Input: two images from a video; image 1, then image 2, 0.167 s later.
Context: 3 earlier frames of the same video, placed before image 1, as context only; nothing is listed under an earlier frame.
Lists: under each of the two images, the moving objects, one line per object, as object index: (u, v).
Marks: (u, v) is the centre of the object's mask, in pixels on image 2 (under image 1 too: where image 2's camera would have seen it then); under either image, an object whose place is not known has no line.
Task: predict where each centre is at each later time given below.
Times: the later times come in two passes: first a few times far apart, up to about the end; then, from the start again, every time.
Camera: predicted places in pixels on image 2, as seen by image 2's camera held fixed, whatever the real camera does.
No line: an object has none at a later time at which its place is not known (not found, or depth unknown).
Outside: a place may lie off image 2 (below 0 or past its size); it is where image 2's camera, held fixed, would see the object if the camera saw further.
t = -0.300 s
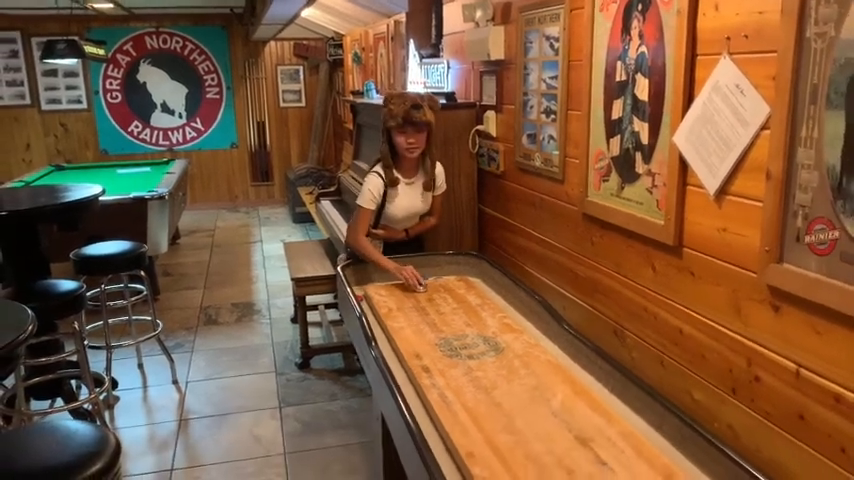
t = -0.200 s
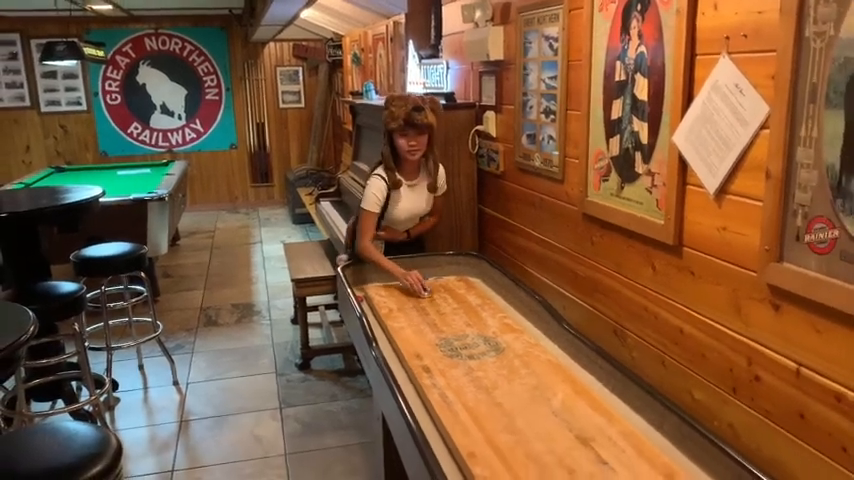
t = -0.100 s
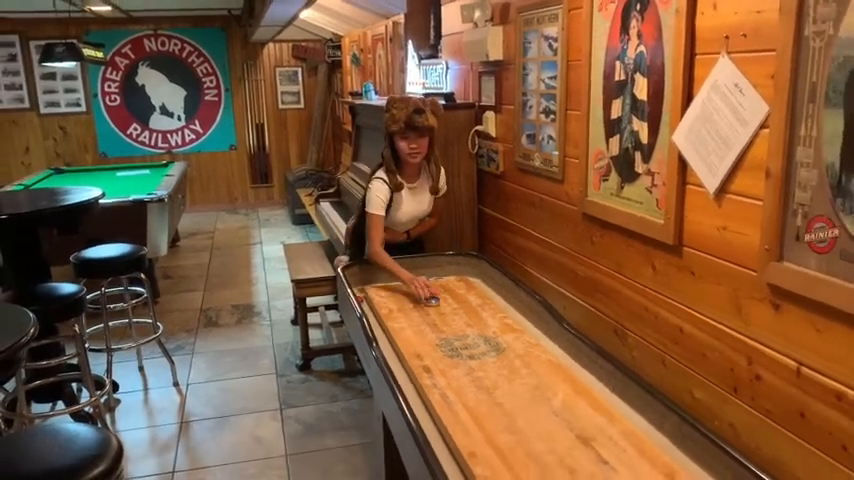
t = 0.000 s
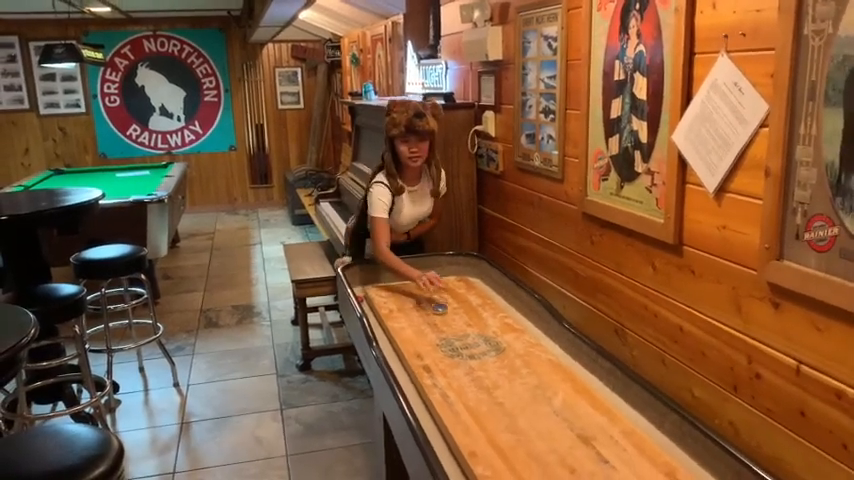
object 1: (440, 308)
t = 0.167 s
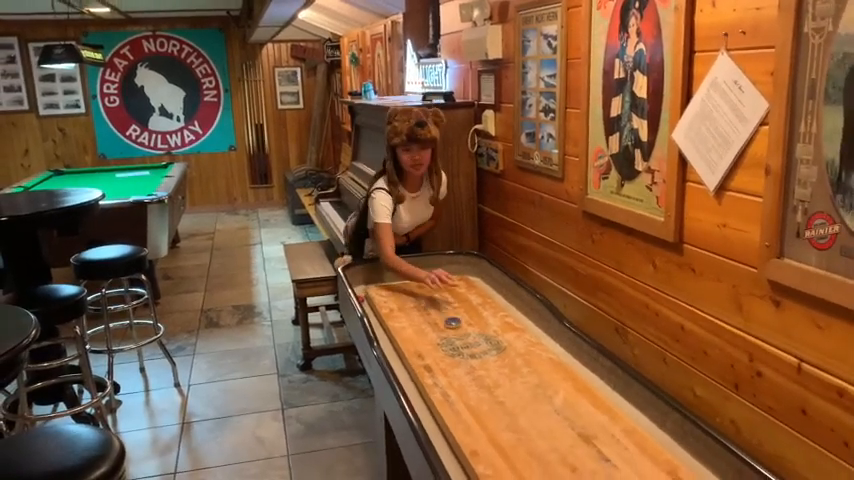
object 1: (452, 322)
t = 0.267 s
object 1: (461, 332)
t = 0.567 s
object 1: (488, 364)
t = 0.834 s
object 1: (517, 399)
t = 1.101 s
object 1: (552, 440)
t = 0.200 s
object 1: (455, 325)
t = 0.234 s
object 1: (458, 329)
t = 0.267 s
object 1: (461, 332)
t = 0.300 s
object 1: (463, 335)
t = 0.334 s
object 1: (466, 339)
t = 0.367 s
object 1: (469, 342)
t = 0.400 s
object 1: (472, 346)
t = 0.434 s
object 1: (475, 349)
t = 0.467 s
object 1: (479, 352)
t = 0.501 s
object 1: (481, 356)
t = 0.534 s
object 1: (484, 360)
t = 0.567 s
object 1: (488, 364)
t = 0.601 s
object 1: (491, 368)
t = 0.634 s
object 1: (495, 372)
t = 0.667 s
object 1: (498, 376)
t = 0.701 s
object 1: (502, 380)
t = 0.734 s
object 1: (505, 385)
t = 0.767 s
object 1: (509, 389)
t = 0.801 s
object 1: (513, 394)
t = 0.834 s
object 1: (517, 399)
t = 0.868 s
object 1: (521, 403)
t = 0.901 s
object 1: (525, 408)
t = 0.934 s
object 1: (529, 413)
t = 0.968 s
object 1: (533, 419)
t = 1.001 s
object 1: (538, 424)
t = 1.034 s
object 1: (542, 429)
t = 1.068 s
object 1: (547, 435)
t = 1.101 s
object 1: (552, 440)
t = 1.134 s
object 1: (557, 446)
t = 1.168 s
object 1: (562, 452)
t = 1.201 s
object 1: (568, 458)
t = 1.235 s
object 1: (573, 463)
